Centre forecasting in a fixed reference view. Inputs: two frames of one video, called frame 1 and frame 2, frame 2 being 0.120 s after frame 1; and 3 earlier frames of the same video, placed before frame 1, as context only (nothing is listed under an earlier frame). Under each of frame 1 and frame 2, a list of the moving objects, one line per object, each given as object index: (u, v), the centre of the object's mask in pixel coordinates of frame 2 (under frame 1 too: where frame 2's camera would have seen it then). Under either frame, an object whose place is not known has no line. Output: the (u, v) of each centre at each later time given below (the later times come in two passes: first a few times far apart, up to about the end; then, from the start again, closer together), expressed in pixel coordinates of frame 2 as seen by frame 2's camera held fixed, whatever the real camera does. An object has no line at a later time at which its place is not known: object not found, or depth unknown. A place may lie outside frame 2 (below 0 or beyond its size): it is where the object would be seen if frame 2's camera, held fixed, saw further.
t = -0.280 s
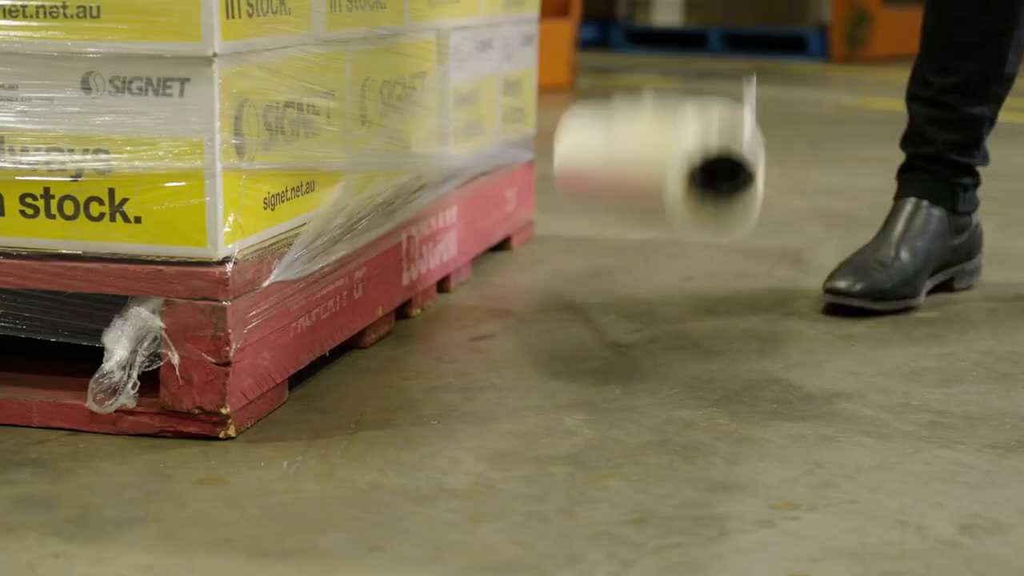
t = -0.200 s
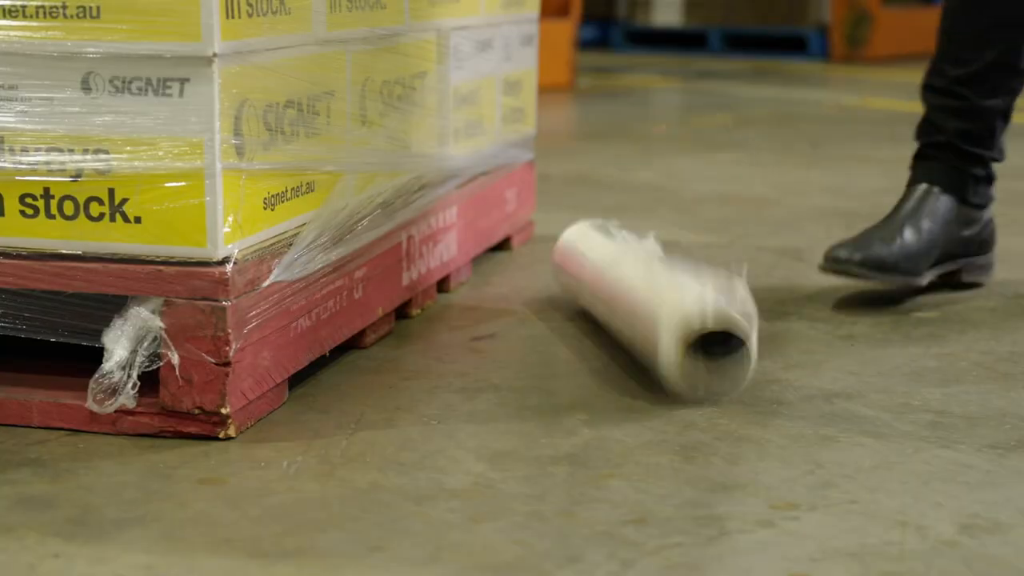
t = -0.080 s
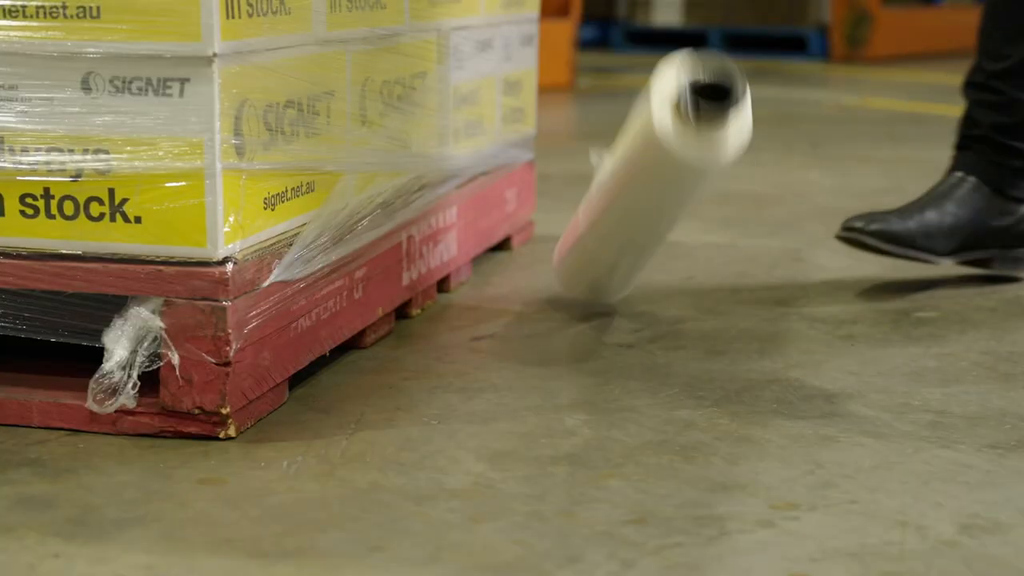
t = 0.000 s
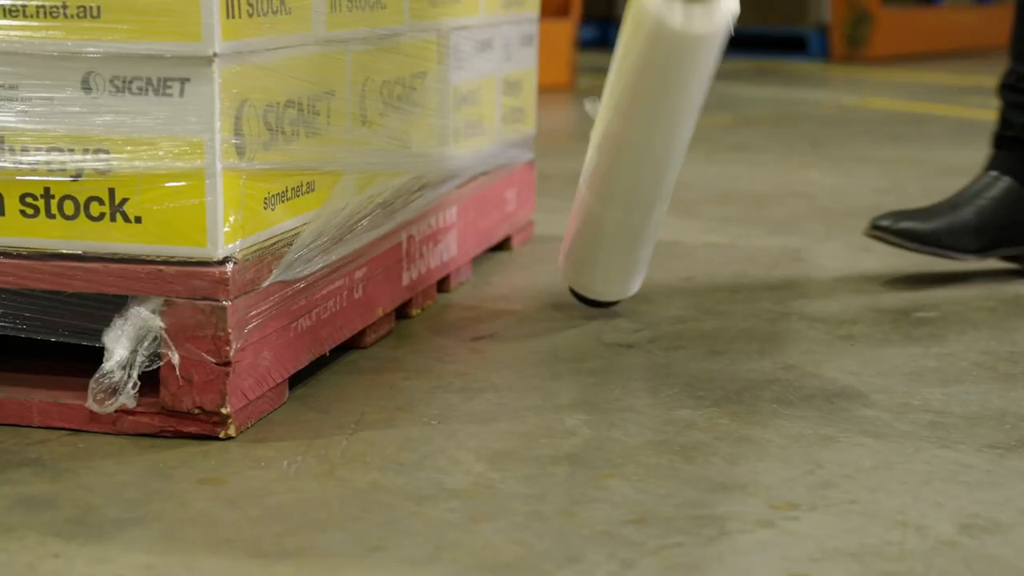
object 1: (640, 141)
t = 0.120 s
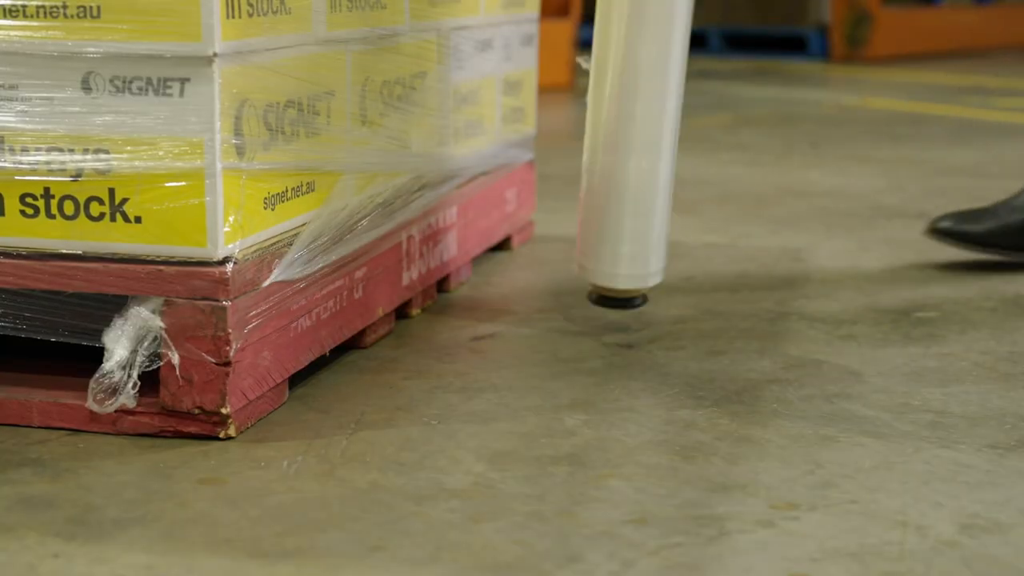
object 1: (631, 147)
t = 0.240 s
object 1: (636, 141)
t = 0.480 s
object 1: (632, 126)
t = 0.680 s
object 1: (638, 225)
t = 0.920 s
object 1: (646, 223)
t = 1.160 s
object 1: (657, 245)
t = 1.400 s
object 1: (665, 281)
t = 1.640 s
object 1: (661, 301)
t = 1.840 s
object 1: (663, 300)
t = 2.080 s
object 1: (669, 310)
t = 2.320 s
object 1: (673, 310)
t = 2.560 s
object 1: (677, 309)
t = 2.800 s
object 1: (679, 309)
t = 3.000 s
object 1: (681, 308)
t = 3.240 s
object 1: (681, 308)
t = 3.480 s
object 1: (681, 308)
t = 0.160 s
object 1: (632, 145)
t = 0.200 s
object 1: (634, 142)
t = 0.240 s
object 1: (636, 141)
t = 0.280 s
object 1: (638, 141)
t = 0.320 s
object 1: (641, 139)
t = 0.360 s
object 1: (642, 136)
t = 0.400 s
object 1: (642, 131)
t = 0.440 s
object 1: (638, 126)
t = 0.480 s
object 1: (632, 126)
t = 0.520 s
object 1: (631, 143)
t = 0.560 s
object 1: (632, 165)
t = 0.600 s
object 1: (634, 184)
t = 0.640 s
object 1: (630, 213)
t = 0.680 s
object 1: (638, 225)
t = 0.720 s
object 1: (639, 242)
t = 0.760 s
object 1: (639, 250)
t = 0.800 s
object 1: (638, 257)
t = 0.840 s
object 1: (641, 242)
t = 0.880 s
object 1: (643, 231)
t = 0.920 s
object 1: (646, 223)
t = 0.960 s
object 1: (648, 218)
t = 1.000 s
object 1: (650, 217)
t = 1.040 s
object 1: (652, 219)
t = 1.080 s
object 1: (654, 224)
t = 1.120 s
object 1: (655, 233)
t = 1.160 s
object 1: (657, 245)
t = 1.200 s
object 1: (663, 257)
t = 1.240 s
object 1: (664, 270)
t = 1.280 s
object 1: (663, 286)
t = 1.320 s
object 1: (662, 294)
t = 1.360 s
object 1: (664, 285)
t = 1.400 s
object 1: (665, 281)
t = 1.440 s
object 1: (665, 279)
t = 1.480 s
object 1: (665, 278)
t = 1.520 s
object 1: (664, 279)
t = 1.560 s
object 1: (664, 286)
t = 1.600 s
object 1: (663, 295)
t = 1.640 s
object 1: (661, 301)
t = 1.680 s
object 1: (662, 302)
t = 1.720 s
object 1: (662, 301)
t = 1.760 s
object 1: (662, 302)
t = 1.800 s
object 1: (662, 300)
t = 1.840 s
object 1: (663, 300)
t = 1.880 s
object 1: (665, 303)
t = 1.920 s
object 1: (666, 310)
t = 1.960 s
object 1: (667, 306)
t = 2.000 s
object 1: (668, 305)
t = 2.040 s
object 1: (669, 307)
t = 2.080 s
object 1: (669, 310)
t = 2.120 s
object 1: (670, 308)
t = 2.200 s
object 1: (671, 310)
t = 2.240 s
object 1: (671, 309)
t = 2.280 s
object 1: (672, 310)
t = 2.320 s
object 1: (673, 310)
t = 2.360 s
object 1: (673, 309)
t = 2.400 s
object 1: (674, 309)
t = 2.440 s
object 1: (675, 309)
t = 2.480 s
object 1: (675, 309)
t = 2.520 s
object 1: (676, 309)
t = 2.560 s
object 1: (677, 309)
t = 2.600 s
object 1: (677, 309)
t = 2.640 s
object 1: (678, 309)
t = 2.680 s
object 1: (678, 309)
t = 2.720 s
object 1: (678, 309)
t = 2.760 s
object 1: (679, 309)
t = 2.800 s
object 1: (679, 309)
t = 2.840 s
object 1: (680, 309)
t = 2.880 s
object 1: (680, 309)
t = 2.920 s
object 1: (680, 309)
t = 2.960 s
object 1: (680, 308)
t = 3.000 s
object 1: (681, 308)
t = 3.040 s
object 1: (681, 308)
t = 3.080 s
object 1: (681, 308)
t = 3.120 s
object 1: (681, 308)
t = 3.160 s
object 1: (681, 308)
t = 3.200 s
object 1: (681, 308)
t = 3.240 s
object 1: (681, 308)
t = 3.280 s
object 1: (681, 308)
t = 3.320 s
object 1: (681, 308)
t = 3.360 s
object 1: (681, 308)
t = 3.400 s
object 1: (681, 308)
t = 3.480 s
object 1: (681, 308)
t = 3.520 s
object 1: (681, 309)
